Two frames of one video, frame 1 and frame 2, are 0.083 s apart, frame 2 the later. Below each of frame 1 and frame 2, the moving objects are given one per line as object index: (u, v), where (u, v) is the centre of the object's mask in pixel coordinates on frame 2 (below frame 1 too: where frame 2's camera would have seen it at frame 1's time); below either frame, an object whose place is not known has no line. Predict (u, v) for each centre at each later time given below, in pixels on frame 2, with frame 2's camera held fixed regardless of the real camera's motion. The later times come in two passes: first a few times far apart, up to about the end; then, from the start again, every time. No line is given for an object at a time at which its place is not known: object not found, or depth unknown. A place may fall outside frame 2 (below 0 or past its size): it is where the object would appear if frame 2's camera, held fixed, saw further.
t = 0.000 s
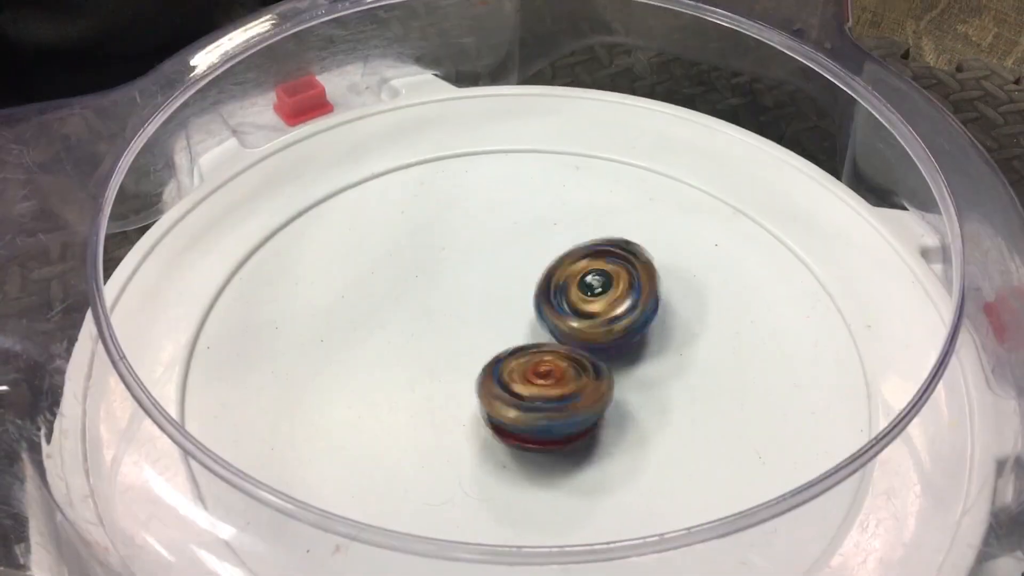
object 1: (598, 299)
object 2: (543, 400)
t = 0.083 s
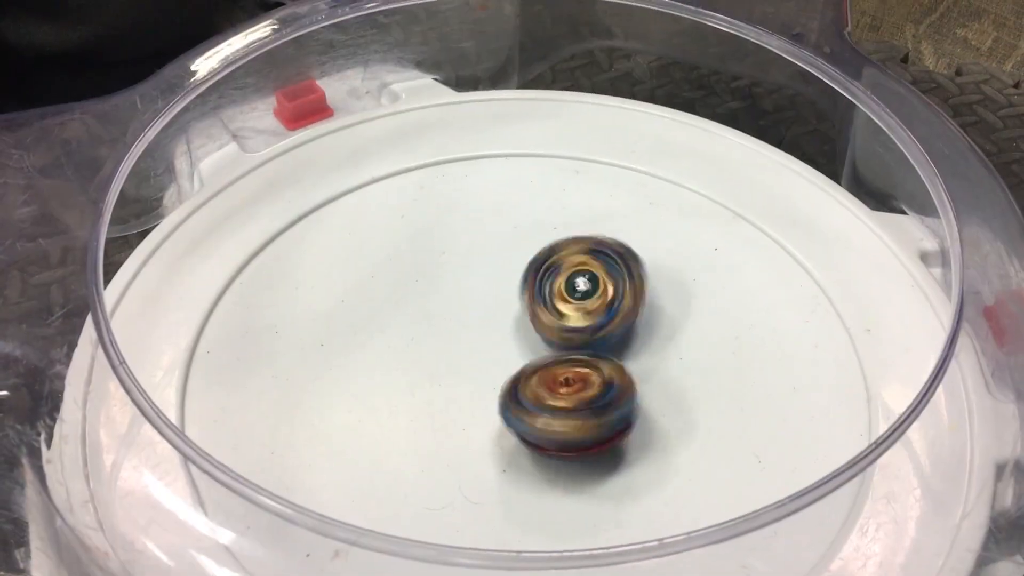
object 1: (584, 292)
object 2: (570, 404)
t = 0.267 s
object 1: (538, 302)
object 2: (613, 388)
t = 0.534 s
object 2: (632, 348)
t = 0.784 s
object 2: (578, 352)
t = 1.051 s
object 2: (521, 345)
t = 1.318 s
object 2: (500, 371)
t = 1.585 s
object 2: (508, 359)
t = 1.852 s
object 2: (501, 353)
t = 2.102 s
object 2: (512, 349)
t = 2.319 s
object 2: (507, 337)
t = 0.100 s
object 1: (579, 290)
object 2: (574, 406)
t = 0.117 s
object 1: (575, 289)
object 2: (579, 405)
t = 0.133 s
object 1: (569, 291)
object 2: (583, 405)
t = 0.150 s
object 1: (565, 291)
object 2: (588, 404)
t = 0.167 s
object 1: (564, 293)
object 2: (595, 403)
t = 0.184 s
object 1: (558, 294)
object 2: (597, 400)
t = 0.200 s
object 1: (556, 295)
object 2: (604, 398)
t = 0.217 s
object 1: (550, 296)
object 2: (606, 395)
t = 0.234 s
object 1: (547, 299)
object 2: (608, 393)
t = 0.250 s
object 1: (543, 301)
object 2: (612, 391)
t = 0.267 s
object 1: (538, 302)
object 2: (613, 388)
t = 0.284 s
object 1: (533, 307)
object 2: (616, 385)
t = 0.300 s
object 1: (531, 309)
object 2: (618, 381)
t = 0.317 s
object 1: (525, 313)
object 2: (621, 377)
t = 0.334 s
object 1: (517, 321)
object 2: (628, 374)
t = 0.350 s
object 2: (634, 370)
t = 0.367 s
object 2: (637, 367)
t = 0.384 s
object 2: (640, 365)
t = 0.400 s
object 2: (640, 361)
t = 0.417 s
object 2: (639, 358)
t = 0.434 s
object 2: (639, 359)
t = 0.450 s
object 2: (639, 358)
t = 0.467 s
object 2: (639, 357)
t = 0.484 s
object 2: (638, 355)
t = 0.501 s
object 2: (638, 353)
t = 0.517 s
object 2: (636, 350)
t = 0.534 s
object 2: (632, 348)
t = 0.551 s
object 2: (628, 345)
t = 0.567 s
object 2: (623, 343)
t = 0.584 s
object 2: (619, 343)
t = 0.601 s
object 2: (613, 342)
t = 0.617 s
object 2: (611, 342)
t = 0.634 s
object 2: (607, 342)
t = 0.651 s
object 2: (603, 343)
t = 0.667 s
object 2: (600, 344)
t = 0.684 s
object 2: (597, 345)
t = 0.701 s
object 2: (594, 345)
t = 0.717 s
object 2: (591, 347)
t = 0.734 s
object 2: (588, 348)
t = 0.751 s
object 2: (585, 349)
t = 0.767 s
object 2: (581, 350)
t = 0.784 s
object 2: (578, 352)
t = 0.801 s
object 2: (575, 353)
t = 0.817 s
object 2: (569, 347)
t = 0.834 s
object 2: (564, 340)
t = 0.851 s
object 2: (558, 337)
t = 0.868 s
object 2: (556, 335)
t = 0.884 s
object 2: (551, 332)
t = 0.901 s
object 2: (546, 332)
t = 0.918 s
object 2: (539, 334)
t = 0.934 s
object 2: (535, 334)
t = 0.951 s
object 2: (529, 336)
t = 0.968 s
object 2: (528, 338)
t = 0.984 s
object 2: (525, 339)
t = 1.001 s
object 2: (524, 341)
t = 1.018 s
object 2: (523, 342)
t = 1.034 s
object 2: (521, 343)
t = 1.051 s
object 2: (521, 345)
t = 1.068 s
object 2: (520, 345)
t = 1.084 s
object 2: (516, 345)
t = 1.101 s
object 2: (510, 347)
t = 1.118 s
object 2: (504, 349)
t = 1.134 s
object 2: (500, 351)
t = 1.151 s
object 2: (497, 356)
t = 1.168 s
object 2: (496, 358)
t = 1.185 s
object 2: (495, 362)
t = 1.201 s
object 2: (496, 367)
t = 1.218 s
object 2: (498, 365)
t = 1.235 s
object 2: (499, 367)
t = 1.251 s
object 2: (500, 368)
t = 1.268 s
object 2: (502, 369)
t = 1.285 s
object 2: (500, 369)
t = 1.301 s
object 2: (500, 369)
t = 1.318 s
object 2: (500, 371)
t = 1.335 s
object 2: (502, 372)
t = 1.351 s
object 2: (500, 372)
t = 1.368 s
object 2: (503, 372)
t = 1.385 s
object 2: (502, 372)
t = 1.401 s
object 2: (504, 371)
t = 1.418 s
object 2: (504, 370)
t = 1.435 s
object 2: (506, 370)
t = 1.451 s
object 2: (506, 369)
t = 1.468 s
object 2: (505, 367)
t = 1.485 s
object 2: (508, 365)
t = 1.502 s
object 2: (508, 365)
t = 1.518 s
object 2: (509, 363)
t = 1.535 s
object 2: (508, 362)
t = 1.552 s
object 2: (510, 362)
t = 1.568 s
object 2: (507, 360)
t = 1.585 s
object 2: (508, 359)
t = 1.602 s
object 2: (508, 358)
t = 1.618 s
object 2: (508, 357)
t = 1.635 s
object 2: (507, 355)
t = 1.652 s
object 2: (507, 354)
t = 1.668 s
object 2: (506, 354)
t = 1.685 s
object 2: (506, 352)
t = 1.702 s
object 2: (505, 351)
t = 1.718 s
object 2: (505, 351)
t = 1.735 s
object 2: (503, 352)
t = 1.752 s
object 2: (503, 351)
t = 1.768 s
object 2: (502, 351)
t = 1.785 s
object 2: (502, 352)
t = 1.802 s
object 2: (502, 352)
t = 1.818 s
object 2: (501, 352)
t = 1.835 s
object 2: (501, 352)
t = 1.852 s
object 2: (501, 353)
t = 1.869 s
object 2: (502, 353)
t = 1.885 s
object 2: (500, 353)
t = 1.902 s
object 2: (502, 354)
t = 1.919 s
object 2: (502, 354)
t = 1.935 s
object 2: (503, 355)
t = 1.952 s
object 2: (503, 354)
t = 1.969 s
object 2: (504, 355)
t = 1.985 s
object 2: (506, 355)
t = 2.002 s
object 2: (505, 355)
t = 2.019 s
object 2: (508, 354)
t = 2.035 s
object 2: (508, 353)
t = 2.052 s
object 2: (510, 353)
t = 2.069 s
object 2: (510, 352)
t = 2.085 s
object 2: (511, 351)
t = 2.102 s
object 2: (512, 349)
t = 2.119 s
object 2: (511, 349)
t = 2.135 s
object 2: (513, 347)
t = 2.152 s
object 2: (512, 347)
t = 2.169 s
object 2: (512, 346)
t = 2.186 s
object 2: (511, 345)
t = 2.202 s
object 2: (512, 344)
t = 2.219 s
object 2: (512, 344)
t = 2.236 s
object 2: (512, 343)
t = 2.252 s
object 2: (512, 341)
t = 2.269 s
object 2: (511, 340)
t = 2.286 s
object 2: (510, 340)
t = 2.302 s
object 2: (509, 338)
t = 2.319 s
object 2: (507, 337)
